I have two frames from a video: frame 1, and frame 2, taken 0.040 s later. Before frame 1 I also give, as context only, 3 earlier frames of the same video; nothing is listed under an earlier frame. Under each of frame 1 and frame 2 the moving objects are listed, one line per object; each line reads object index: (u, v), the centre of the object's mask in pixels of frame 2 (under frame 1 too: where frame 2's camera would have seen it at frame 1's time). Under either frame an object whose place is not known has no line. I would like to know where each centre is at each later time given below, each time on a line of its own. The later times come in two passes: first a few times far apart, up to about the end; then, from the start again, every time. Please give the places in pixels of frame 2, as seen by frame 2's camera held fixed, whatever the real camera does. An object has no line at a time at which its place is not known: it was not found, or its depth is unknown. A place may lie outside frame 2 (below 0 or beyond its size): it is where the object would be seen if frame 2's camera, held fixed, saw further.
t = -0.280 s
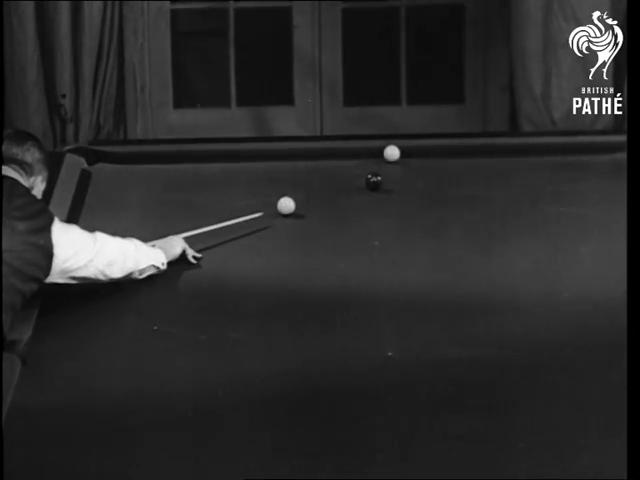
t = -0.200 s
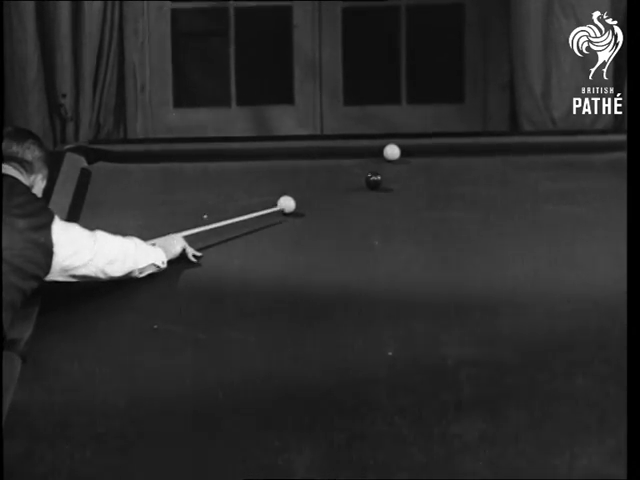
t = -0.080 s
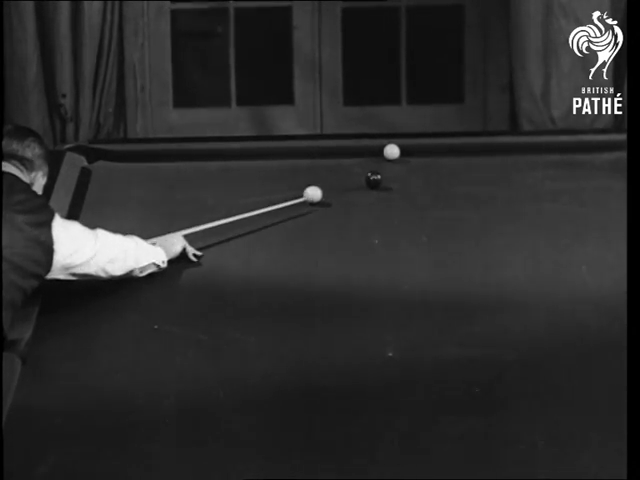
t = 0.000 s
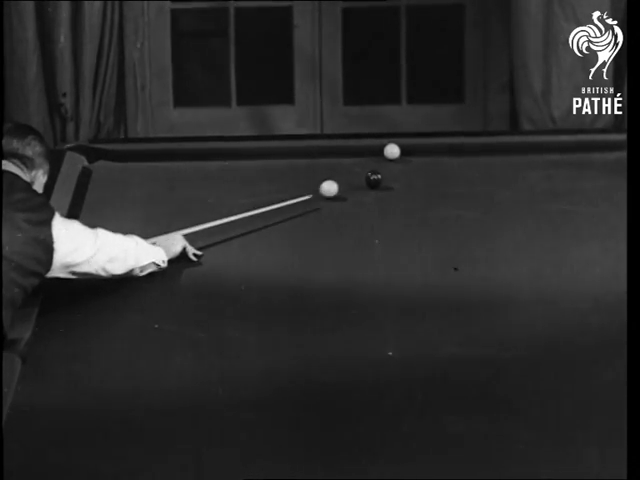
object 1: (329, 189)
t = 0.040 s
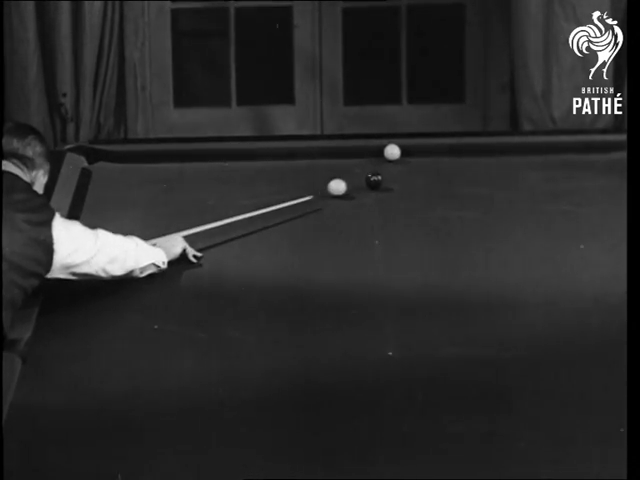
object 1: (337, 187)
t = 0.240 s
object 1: (358, 175)
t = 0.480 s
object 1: (365, 164)
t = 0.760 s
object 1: (372, 152)
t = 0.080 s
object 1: (345, 183)
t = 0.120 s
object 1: (353, 181)
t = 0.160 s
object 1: (356, 179)
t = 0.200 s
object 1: (357, 178)
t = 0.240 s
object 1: (358, 175)
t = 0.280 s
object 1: (359, 174)
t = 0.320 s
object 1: (361, 171)
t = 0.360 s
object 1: (362, 170)
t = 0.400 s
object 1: (363, 168)
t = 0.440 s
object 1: (364, 166)
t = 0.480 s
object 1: (365, 164)
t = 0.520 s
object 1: (366, 163)
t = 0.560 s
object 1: (367, 161)
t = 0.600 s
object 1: (368, 159)
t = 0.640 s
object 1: (369, 156)
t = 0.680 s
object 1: (370, 156)
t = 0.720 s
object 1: (371, 154)
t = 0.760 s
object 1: (372, 152)
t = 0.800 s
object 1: (374, 150)
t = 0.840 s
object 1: (375, 151)
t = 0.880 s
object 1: (375, 151)
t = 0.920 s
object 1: (375, 152)
